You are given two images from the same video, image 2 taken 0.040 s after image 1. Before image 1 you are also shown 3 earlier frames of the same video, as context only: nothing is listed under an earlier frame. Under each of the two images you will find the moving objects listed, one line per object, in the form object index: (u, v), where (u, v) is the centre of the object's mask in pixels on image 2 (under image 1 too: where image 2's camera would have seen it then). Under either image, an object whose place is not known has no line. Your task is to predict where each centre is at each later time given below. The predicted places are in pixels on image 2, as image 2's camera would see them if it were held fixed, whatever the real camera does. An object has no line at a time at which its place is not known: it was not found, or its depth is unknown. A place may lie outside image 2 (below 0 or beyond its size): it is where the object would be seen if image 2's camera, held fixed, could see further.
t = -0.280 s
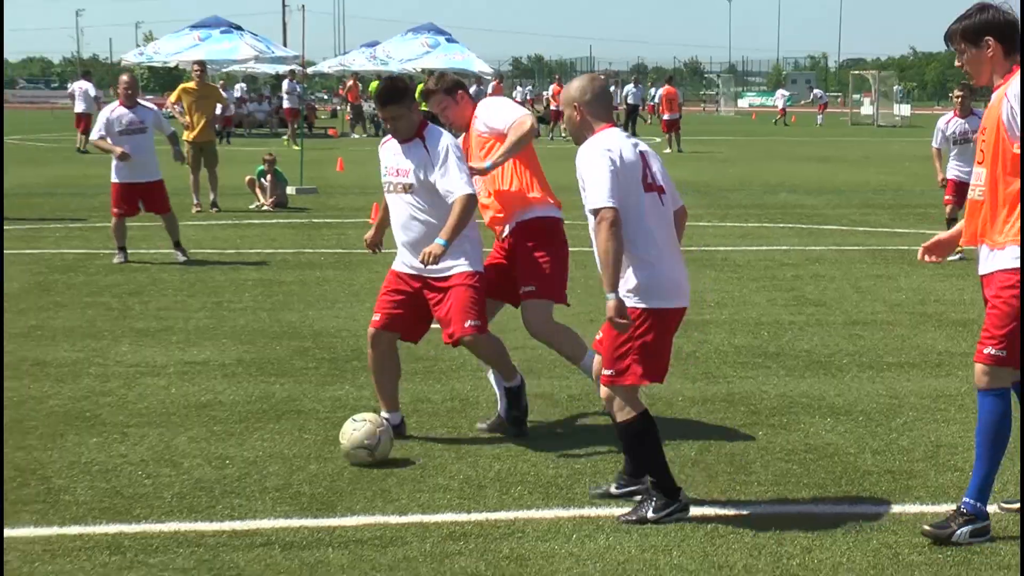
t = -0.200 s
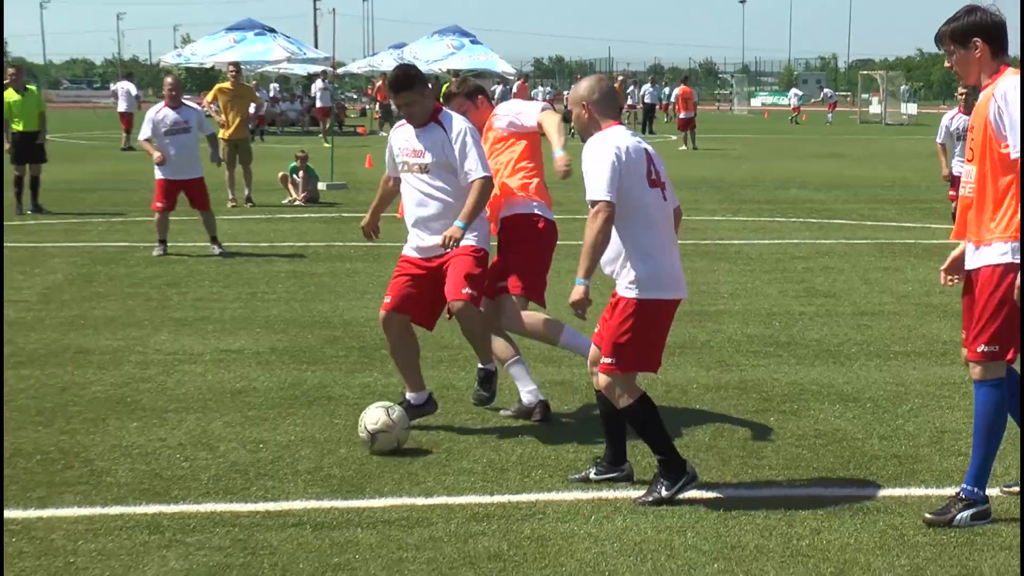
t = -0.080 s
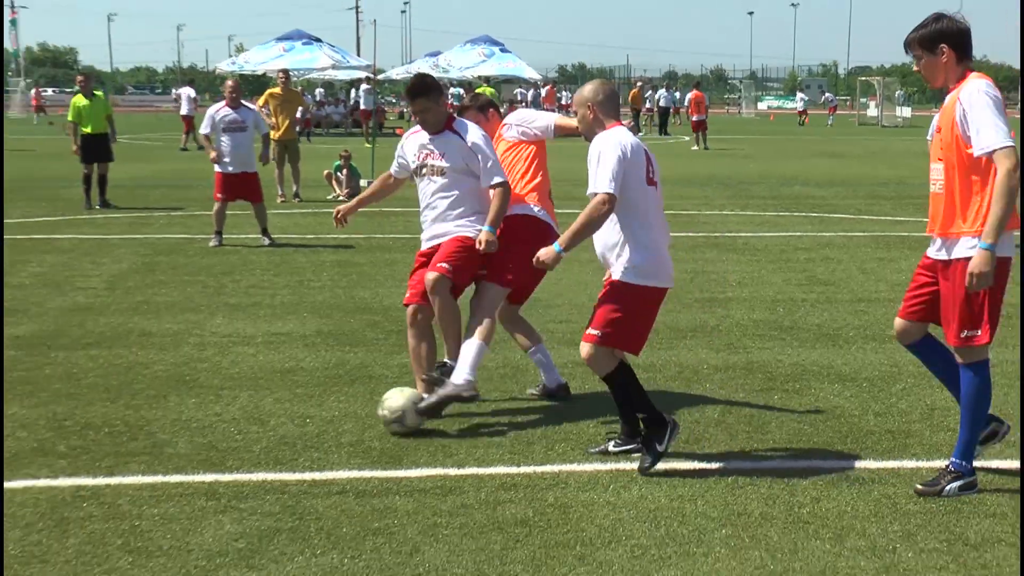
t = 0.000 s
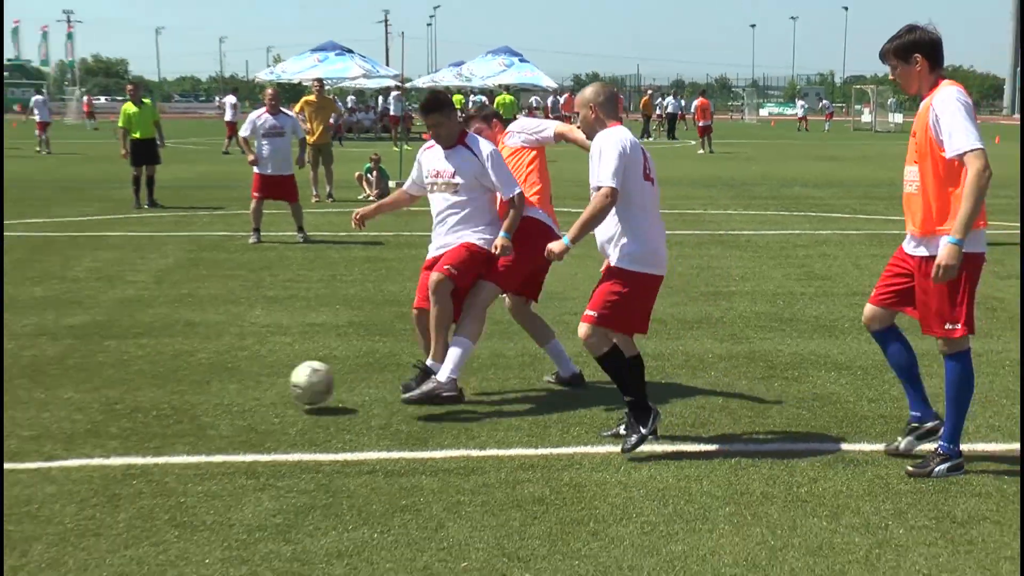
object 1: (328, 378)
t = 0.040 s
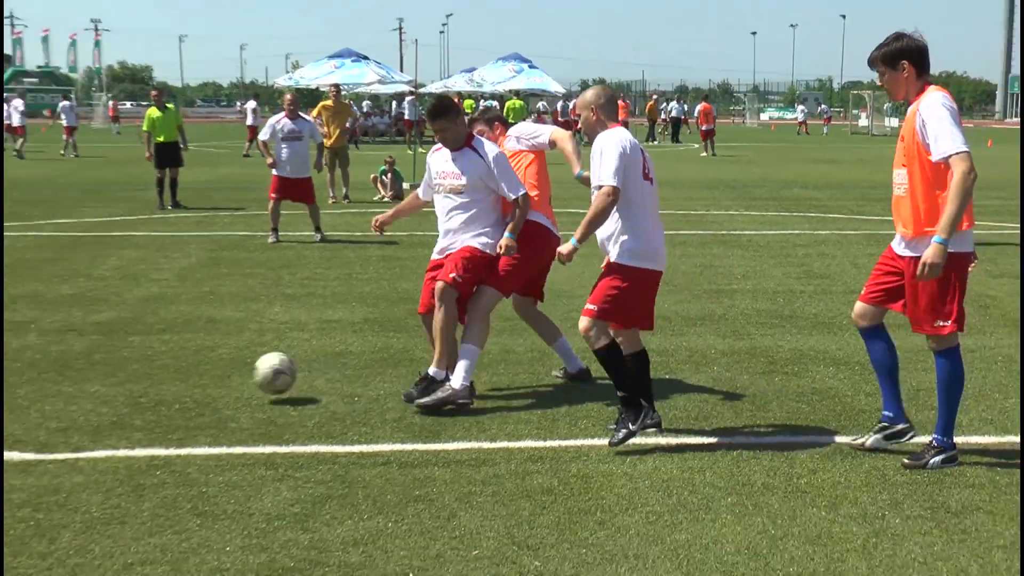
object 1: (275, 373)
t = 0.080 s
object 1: (224, 372)
